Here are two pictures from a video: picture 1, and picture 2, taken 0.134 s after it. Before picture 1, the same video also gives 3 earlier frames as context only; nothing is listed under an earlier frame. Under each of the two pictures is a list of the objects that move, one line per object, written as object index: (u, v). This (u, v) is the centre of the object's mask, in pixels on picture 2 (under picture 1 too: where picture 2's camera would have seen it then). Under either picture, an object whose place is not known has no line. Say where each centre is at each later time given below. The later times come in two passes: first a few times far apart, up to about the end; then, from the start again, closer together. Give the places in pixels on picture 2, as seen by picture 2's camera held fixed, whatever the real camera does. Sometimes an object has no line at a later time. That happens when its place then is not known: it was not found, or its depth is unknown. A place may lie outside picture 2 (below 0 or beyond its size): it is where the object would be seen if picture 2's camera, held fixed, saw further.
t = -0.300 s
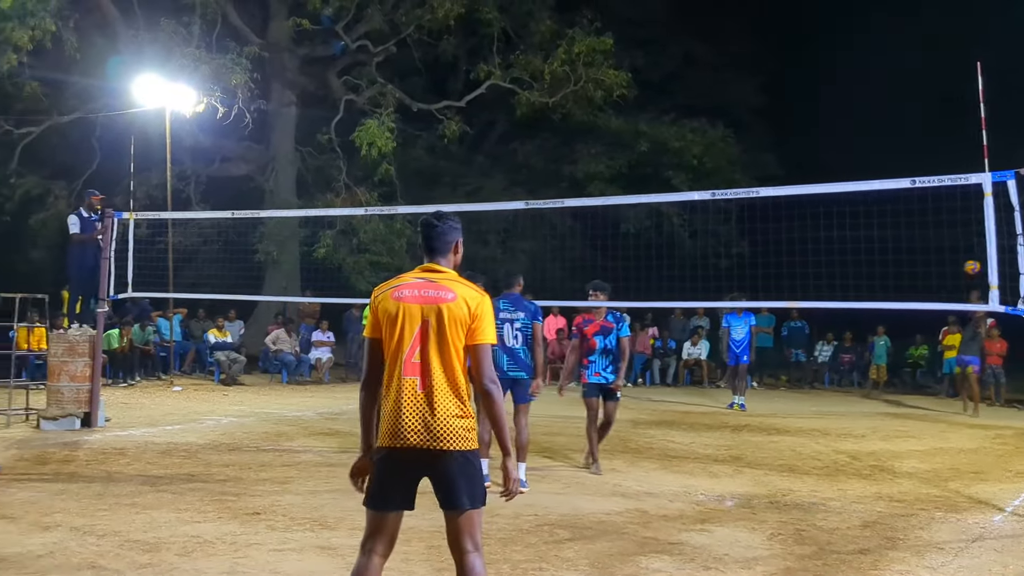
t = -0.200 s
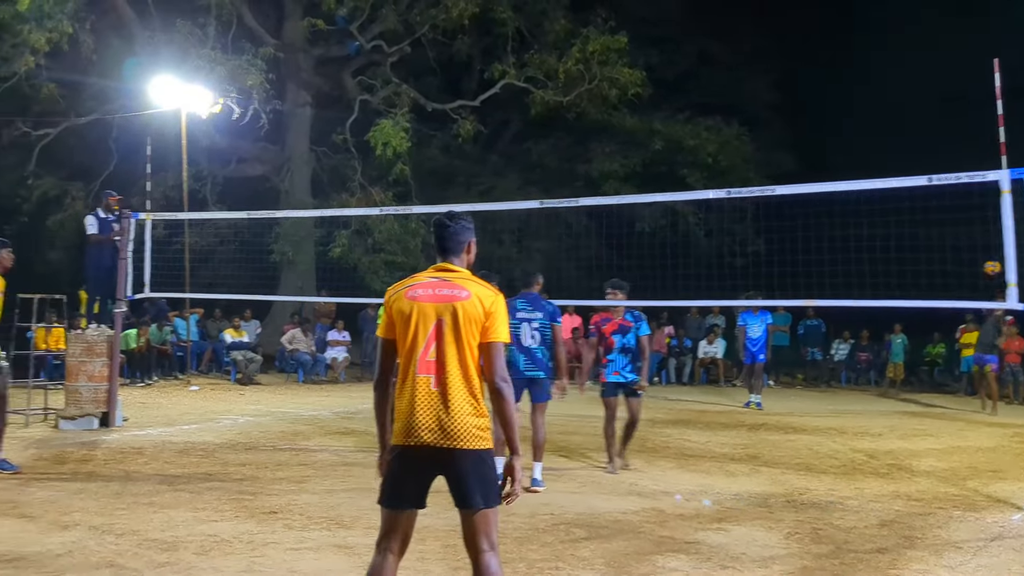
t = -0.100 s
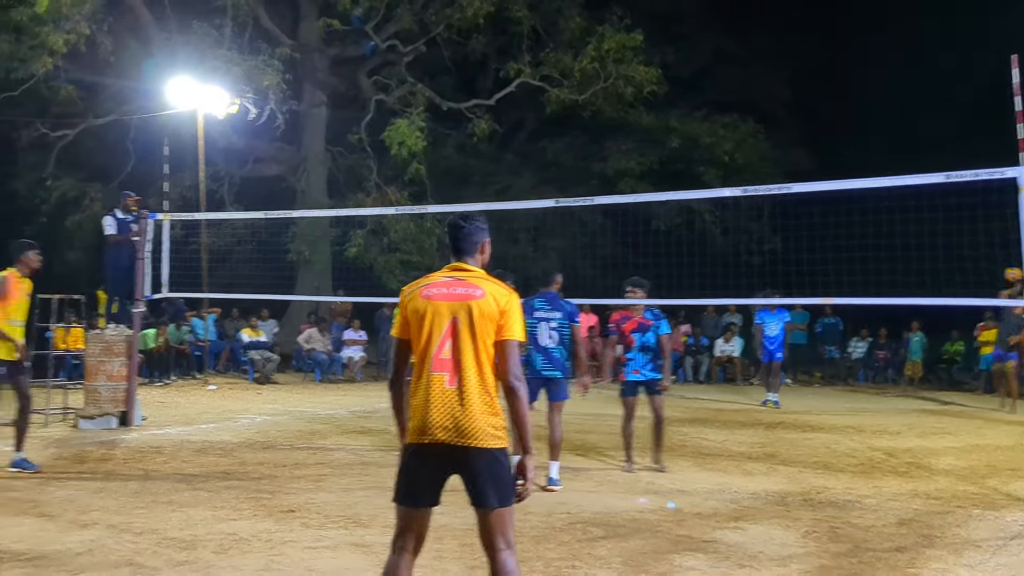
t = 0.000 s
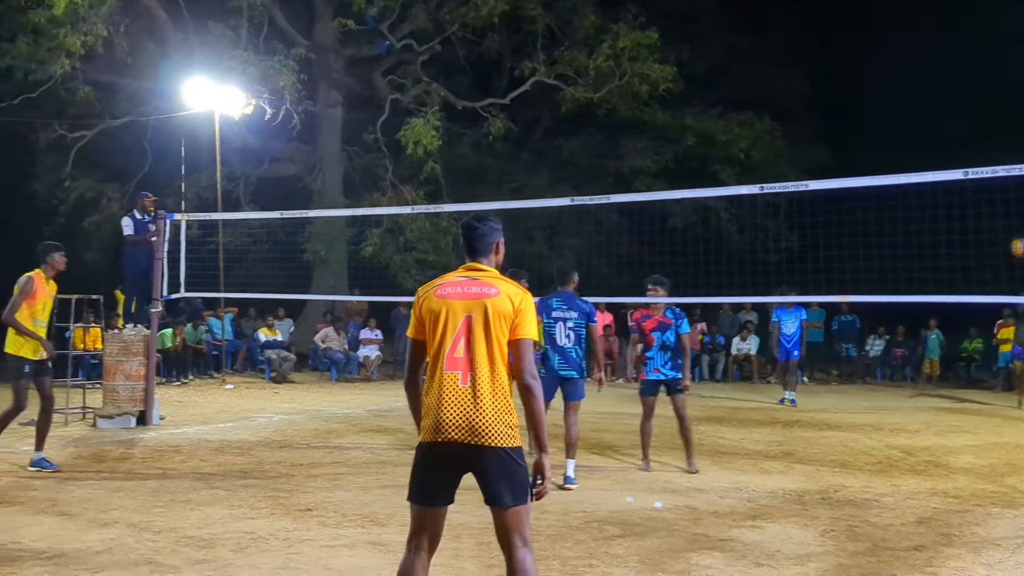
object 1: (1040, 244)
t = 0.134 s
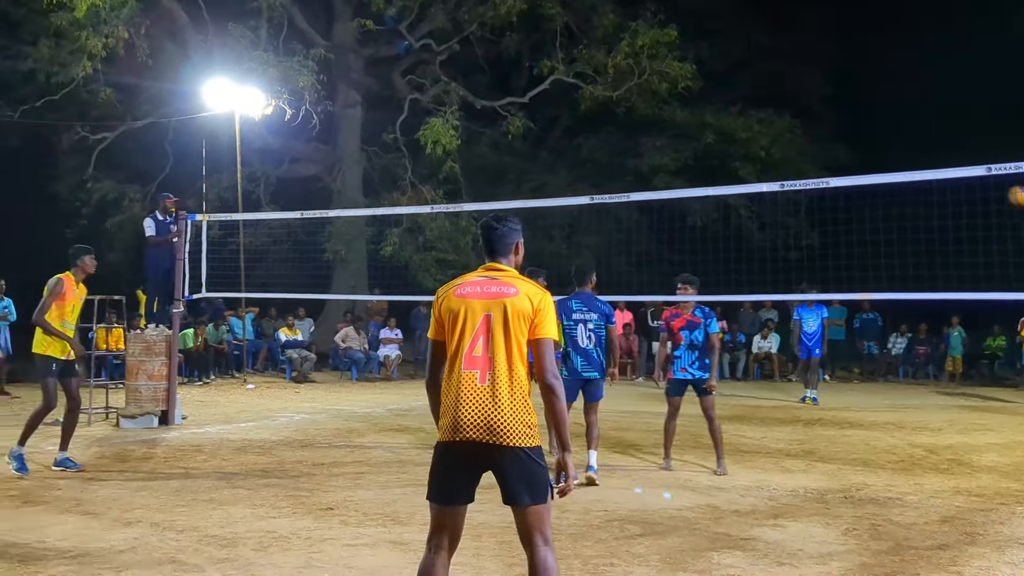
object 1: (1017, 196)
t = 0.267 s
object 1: (992, 154)
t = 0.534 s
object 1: (921, 106)
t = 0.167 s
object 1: (1010, 185)
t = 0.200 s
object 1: (1005, 179)
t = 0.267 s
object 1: (992, 154)
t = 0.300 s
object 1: (985, 145)
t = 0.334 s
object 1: (978, 137)
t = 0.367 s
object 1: (972, 129)
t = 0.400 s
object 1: (963, 123)
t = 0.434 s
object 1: (954, 117)
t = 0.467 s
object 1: (944, 112)
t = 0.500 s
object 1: (932, 109)
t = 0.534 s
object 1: (921, 106)
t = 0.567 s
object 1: (909, 105)
